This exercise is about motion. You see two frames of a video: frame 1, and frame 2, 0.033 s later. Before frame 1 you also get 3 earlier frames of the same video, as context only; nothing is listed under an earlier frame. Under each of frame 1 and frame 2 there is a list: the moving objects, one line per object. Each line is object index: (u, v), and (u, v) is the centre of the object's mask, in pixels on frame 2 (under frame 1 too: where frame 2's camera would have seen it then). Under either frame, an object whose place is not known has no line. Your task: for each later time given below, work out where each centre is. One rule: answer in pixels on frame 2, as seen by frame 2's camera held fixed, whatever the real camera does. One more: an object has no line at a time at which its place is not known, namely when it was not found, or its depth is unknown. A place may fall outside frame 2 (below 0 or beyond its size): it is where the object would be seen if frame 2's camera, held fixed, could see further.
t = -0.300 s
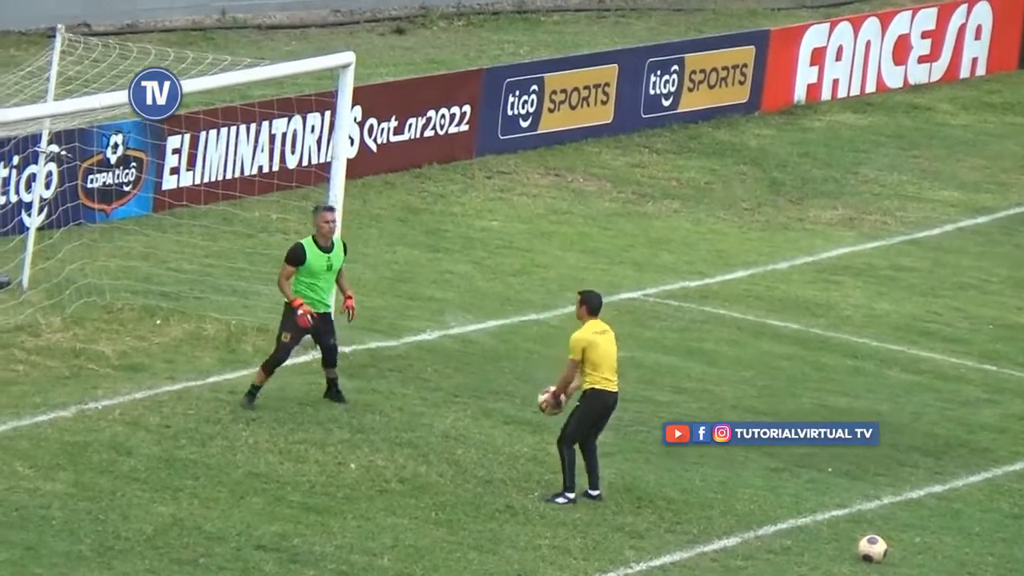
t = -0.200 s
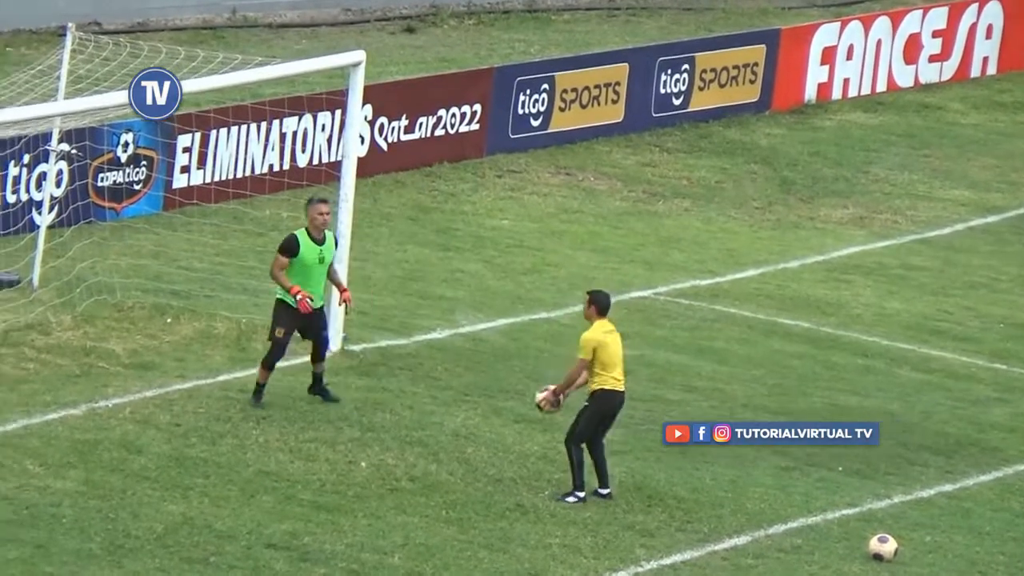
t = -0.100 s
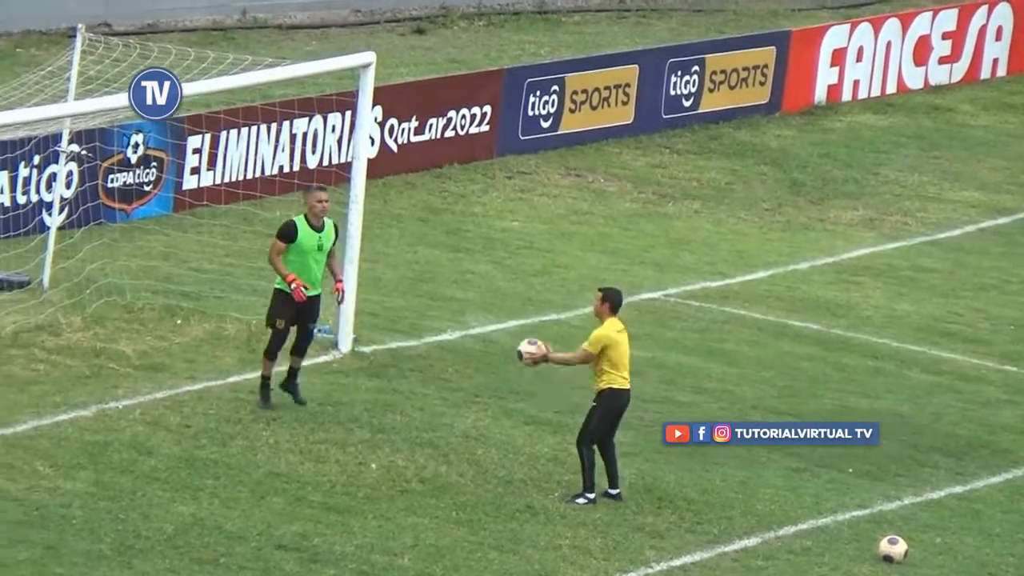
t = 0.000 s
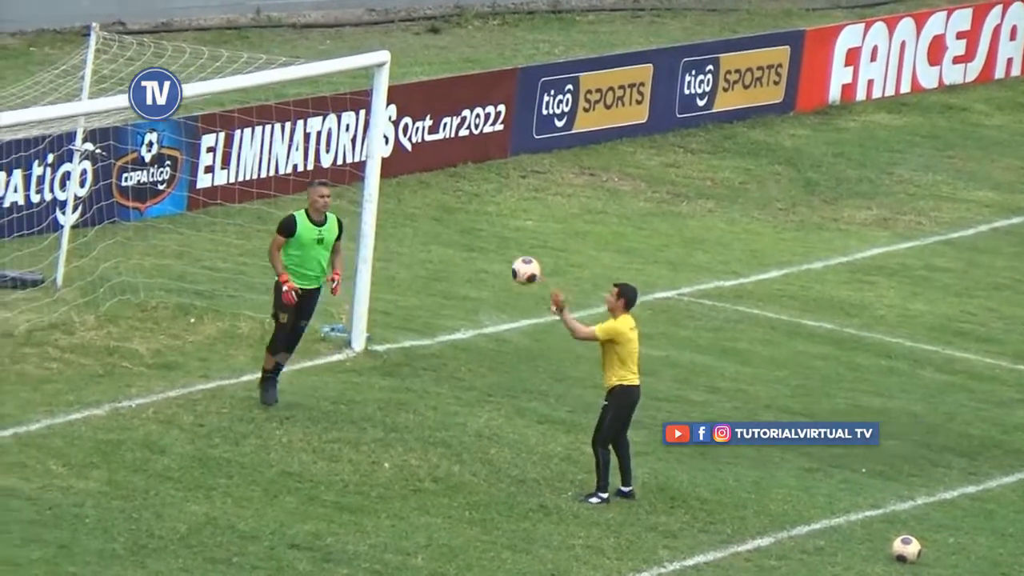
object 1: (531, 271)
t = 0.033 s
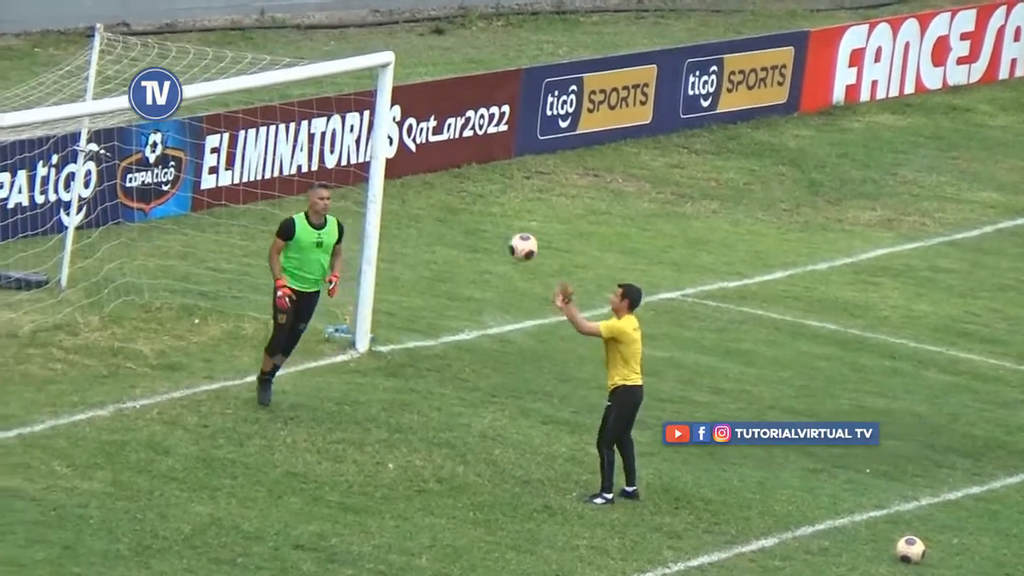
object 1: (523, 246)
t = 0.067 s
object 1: (516, 224)
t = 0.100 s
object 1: (509, 203)
